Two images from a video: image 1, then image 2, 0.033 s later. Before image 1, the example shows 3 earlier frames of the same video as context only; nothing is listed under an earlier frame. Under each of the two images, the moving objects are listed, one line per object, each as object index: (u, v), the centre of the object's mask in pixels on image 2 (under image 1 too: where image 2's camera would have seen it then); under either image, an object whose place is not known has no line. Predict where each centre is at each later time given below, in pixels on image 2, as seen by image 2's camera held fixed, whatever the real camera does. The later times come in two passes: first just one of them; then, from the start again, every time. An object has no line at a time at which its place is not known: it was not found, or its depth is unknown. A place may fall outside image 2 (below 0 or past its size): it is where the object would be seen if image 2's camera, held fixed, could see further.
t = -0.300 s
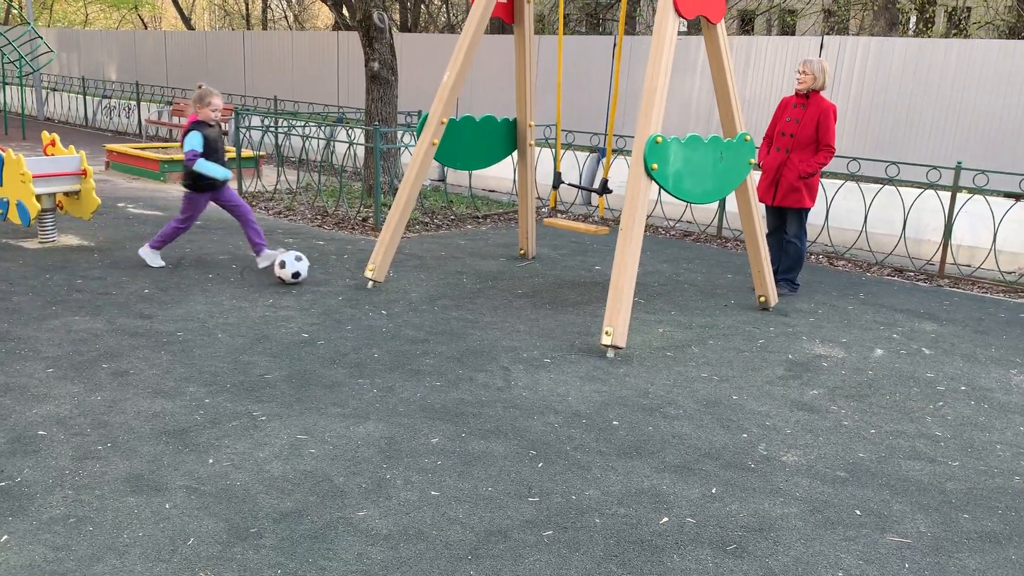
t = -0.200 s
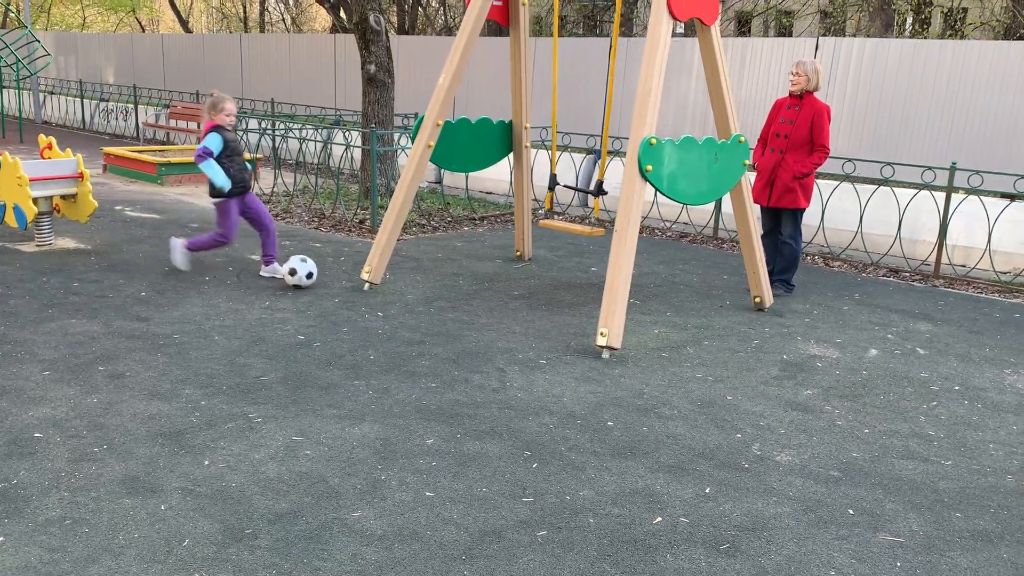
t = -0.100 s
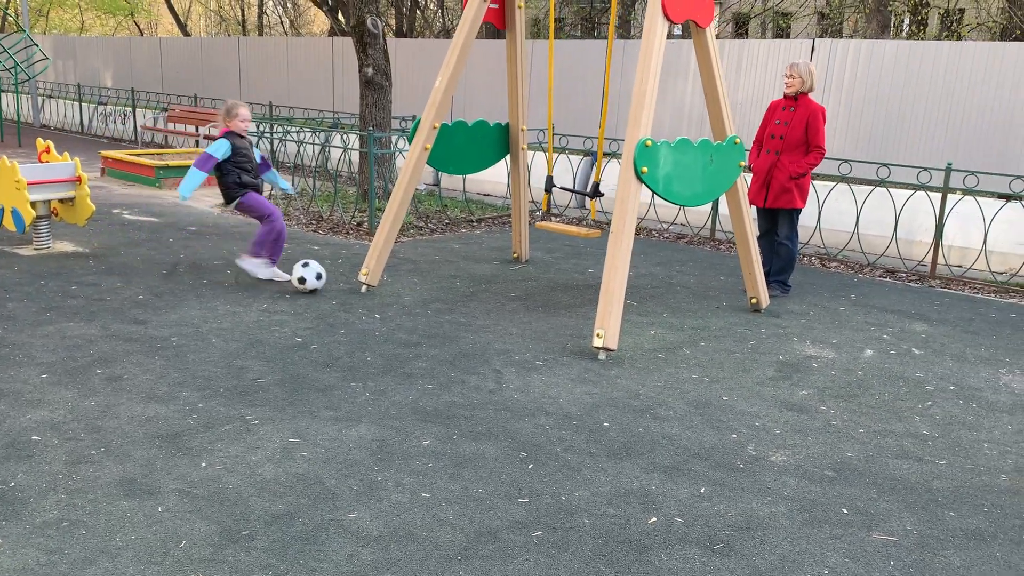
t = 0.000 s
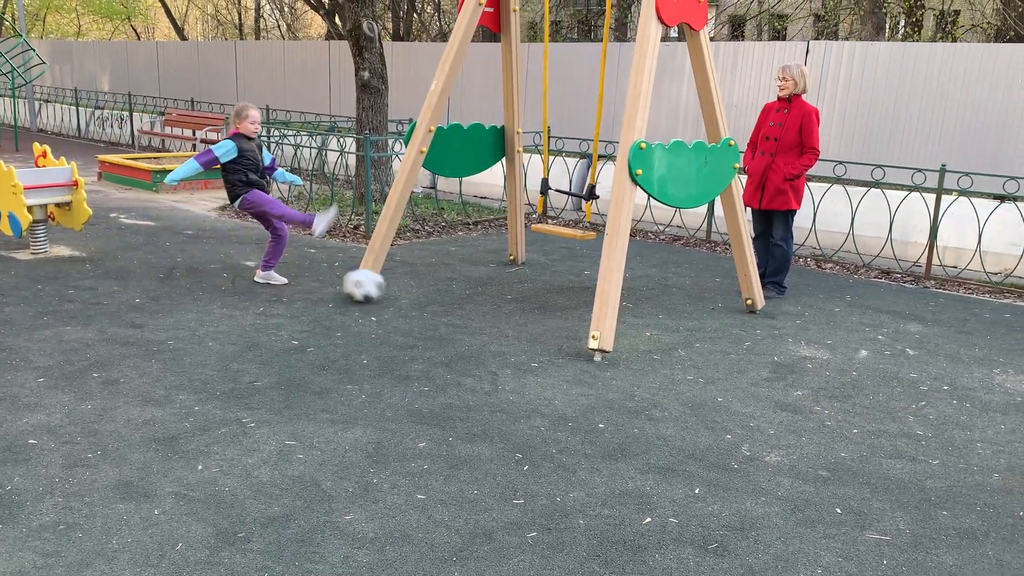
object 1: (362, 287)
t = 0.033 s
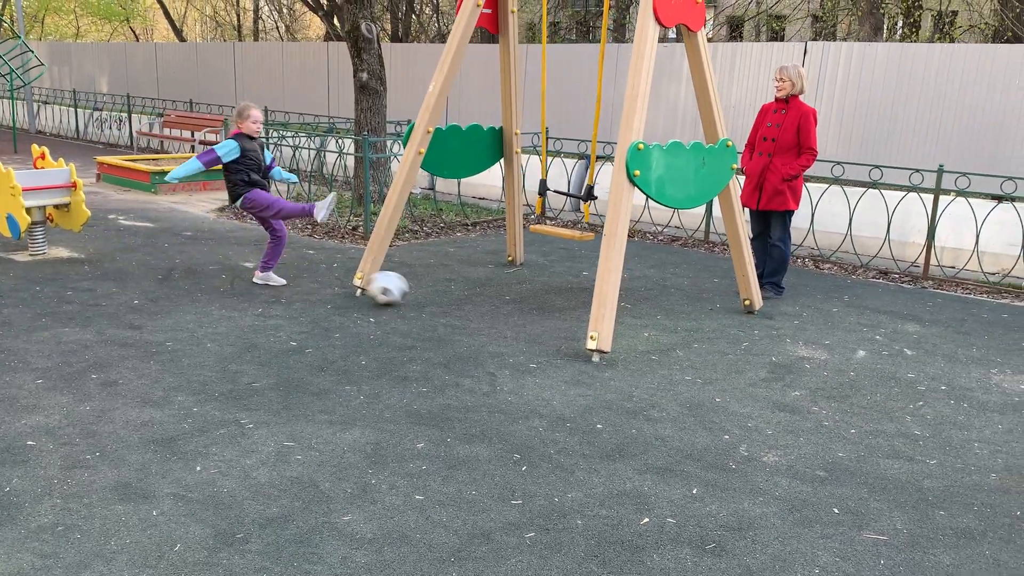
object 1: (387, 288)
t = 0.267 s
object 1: (566, 305)
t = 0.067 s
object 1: (412, 291)
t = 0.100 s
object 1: (438, 293)
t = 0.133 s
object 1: (463, 296)
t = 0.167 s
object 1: (488, 298)
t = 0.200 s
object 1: (514, 301)
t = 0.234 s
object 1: (540, 303)
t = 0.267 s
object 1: (566, 305)
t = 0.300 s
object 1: (582, 306)
